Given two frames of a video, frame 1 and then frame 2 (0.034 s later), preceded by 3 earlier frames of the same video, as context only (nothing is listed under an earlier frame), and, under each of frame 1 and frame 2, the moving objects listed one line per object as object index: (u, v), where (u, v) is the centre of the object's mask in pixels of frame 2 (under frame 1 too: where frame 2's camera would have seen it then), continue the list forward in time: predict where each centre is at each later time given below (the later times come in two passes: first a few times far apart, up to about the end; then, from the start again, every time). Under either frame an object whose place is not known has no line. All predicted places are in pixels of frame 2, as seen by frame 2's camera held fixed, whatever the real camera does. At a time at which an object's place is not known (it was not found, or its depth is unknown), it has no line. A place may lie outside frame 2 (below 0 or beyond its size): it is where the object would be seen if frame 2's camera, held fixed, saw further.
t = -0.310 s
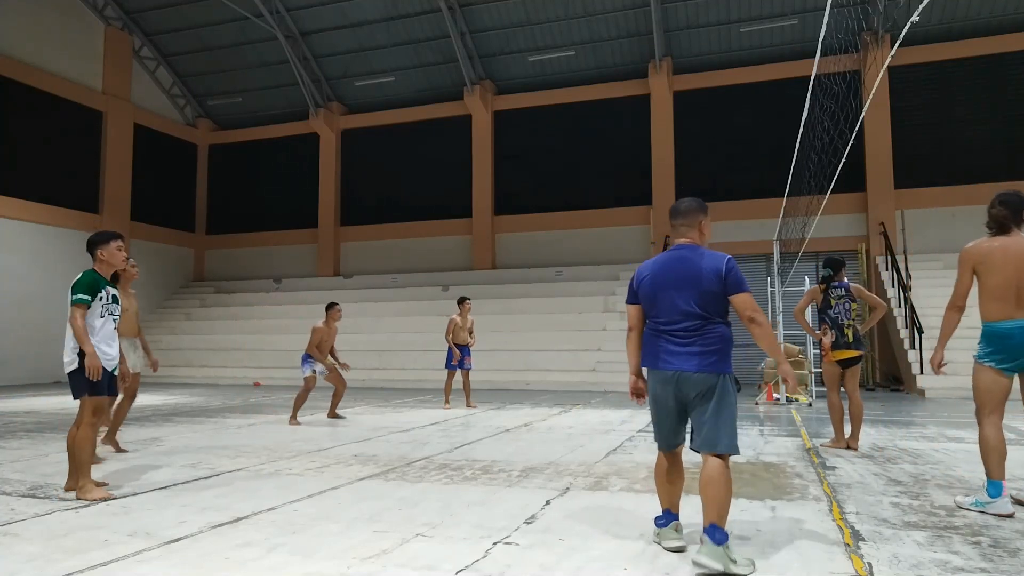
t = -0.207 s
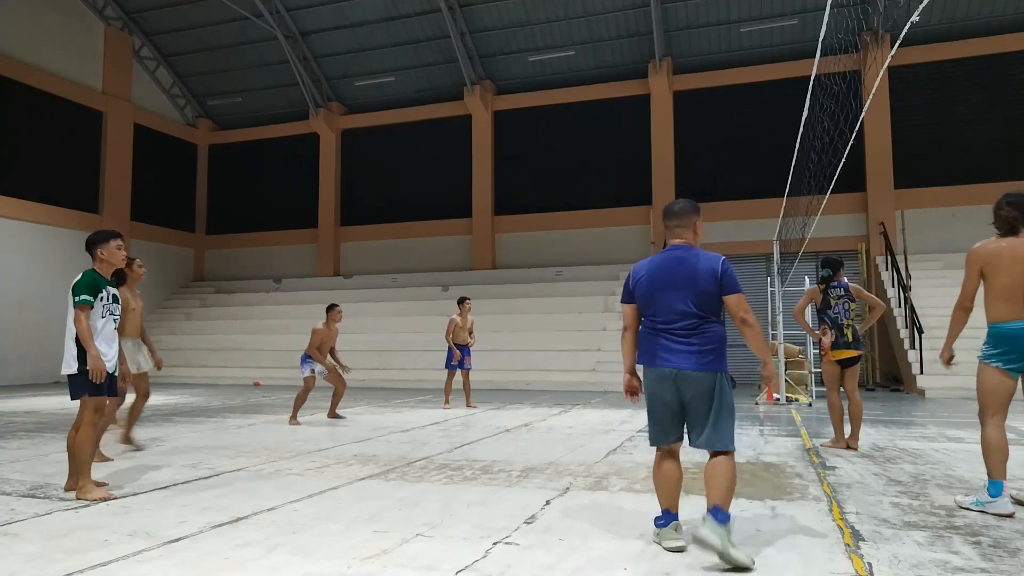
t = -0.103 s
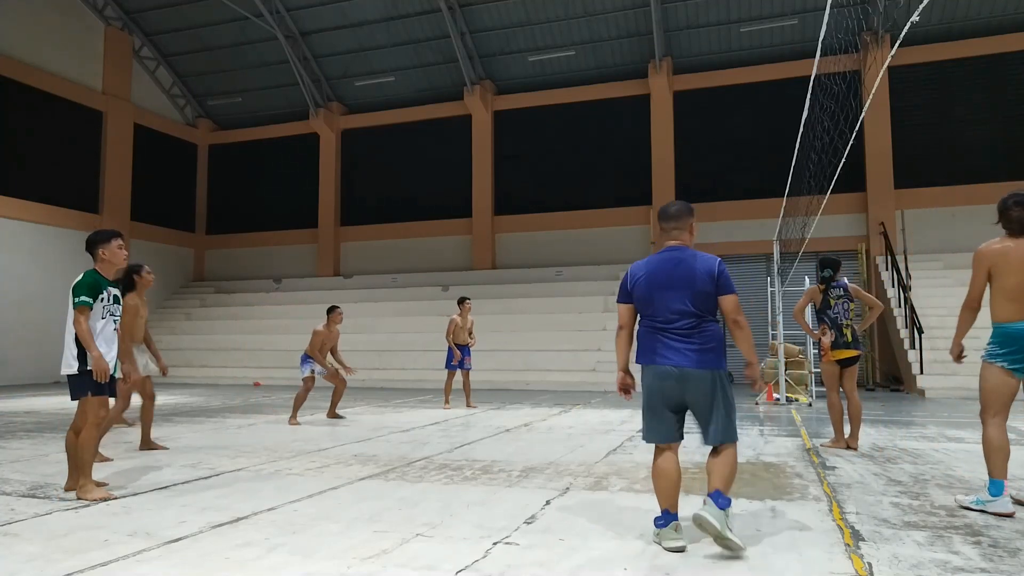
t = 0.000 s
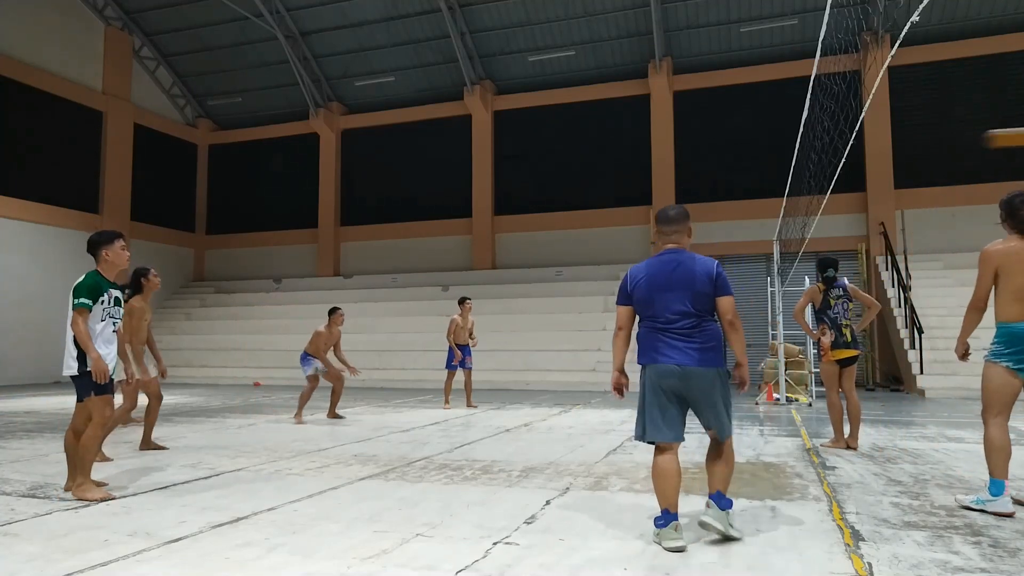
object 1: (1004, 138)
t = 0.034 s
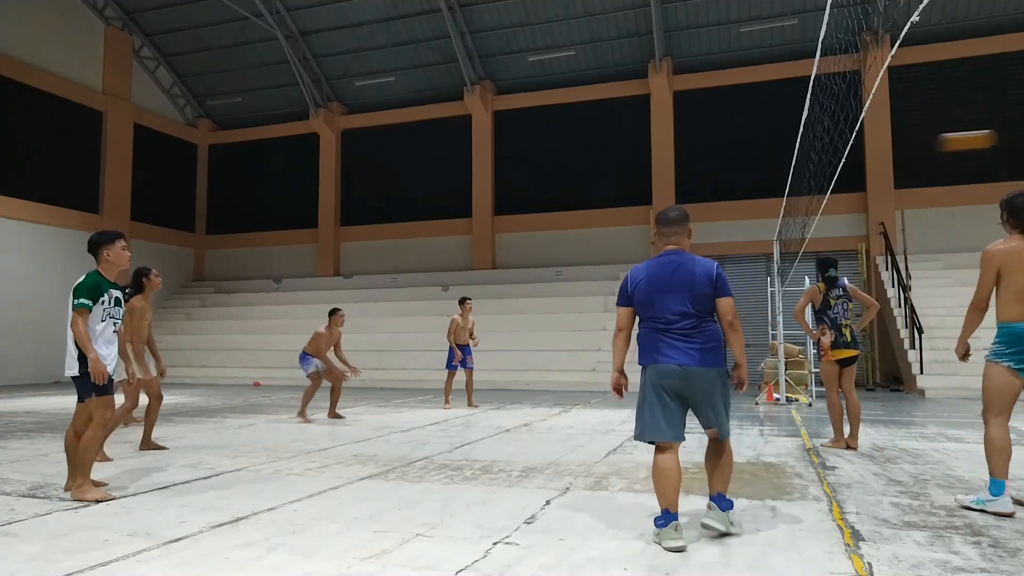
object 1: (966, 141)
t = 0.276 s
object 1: (678, 179)
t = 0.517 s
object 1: (454, 247)
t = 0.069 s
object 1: (920, 145)
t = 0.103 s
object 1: (876, 149)
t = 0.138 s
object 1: (834, 154)
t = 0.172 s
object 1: (791, 160)
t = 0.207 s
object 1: (752, 166)
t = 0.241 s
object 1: (714, 172)
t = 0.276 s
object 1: (678, 179)
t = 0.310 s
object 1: (642, 187)
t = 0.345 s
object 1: (608, 196)
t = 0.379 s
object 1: (576, 204)
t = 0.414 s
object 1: (544, 215)
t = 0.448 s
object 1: (513, 225)
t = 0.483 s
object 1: (484, 236)
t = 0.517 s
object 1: (454, 247)
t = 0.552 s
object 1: (426, 259)
